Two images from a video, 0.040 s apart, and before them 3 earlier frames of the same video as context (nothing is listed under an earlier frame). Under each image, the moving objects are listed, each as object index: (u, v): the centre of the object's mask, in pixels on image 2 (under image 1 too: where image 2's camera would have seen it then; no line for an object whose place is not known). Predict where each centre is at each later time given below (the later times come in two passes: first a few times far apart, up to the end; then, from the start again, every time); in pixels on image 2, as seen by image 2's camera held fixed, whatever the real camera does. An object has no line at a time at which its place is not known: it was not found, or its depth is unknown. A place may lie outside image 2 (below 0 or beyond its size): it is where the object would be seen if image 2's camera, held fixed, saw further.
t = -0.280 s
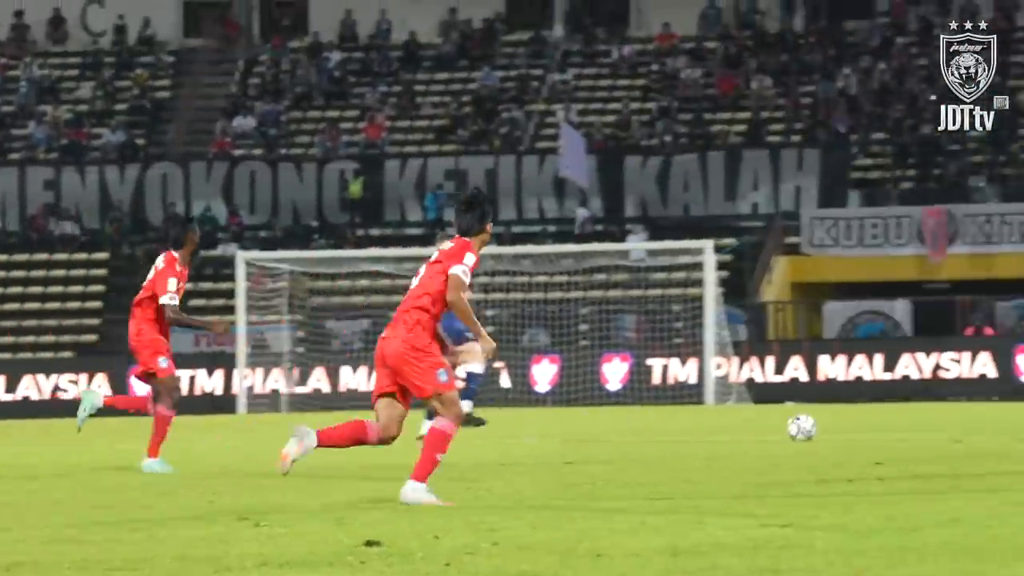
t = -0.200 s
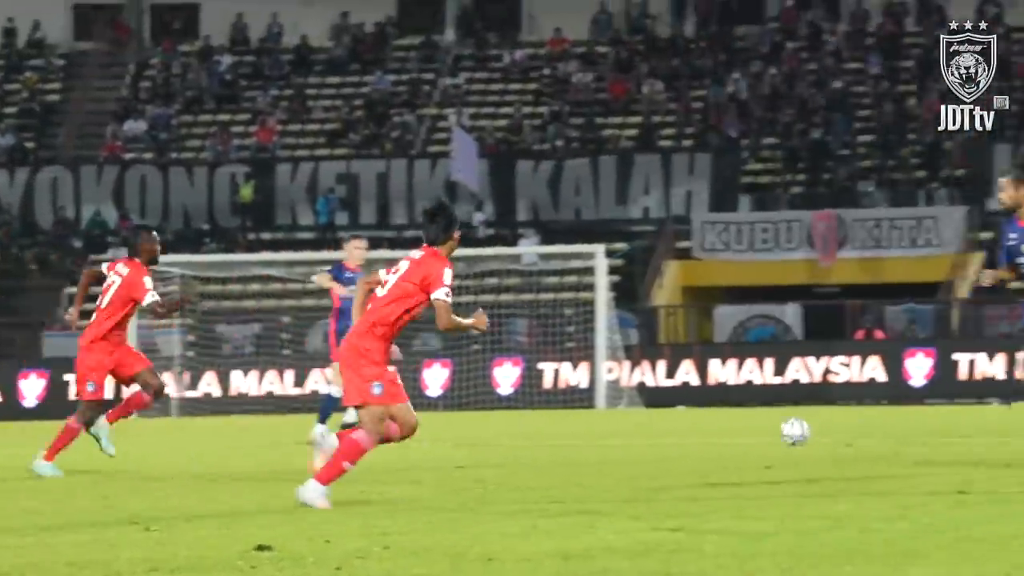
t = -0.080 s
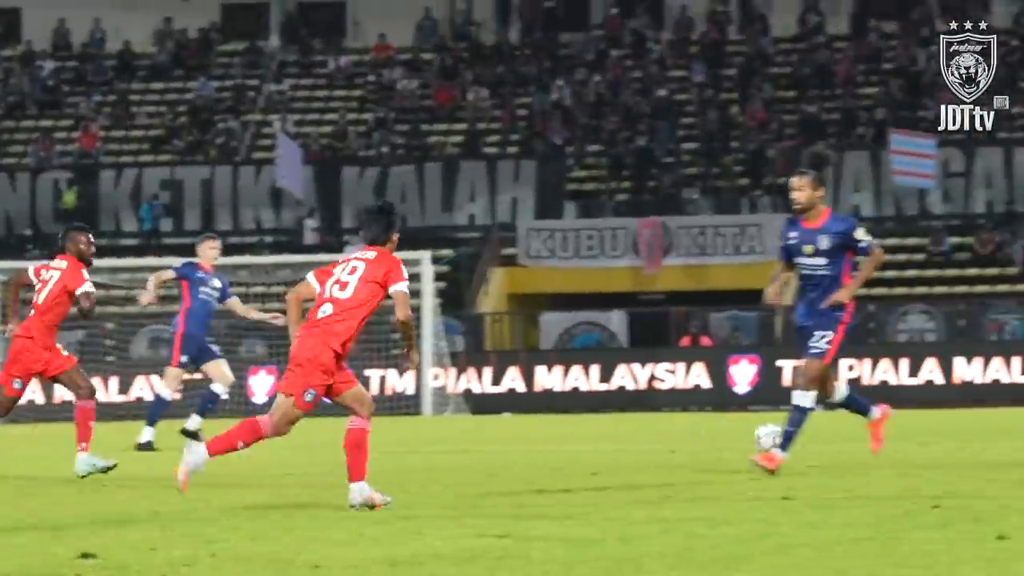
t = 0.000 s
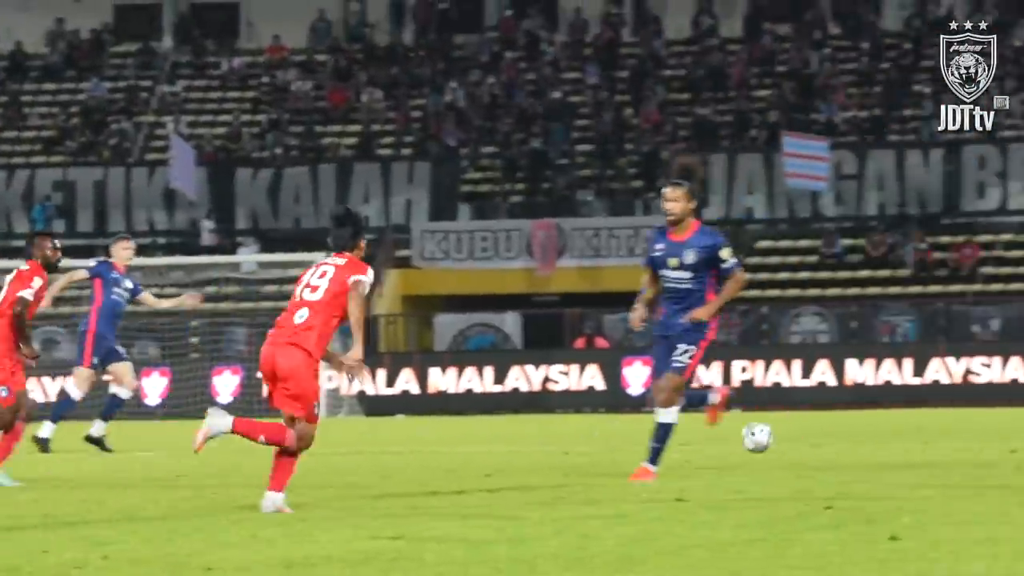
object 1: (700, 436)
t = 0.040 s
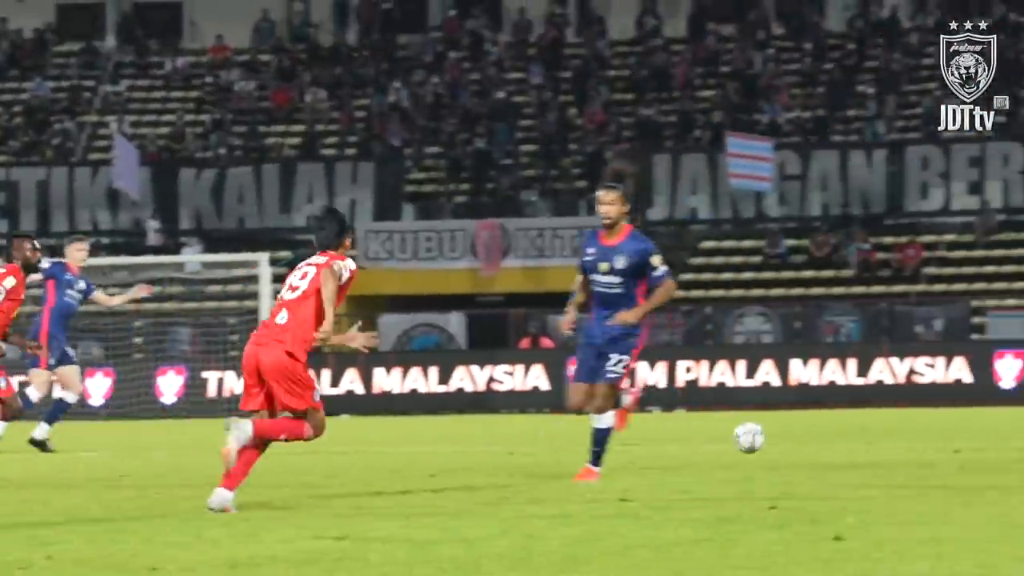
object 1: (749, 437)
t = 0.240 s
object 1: (979, 440)
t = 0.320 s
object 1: (1066, 440)
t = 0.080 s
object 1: (800, 442)
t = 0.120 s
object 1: (847, 443)
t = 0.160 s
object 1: (889, 441)
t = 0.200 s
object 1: (933, 439)
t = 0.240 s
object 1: (979, 440)
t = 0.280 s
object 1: (1023, 442)
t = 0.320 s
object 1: (1066, 440)
